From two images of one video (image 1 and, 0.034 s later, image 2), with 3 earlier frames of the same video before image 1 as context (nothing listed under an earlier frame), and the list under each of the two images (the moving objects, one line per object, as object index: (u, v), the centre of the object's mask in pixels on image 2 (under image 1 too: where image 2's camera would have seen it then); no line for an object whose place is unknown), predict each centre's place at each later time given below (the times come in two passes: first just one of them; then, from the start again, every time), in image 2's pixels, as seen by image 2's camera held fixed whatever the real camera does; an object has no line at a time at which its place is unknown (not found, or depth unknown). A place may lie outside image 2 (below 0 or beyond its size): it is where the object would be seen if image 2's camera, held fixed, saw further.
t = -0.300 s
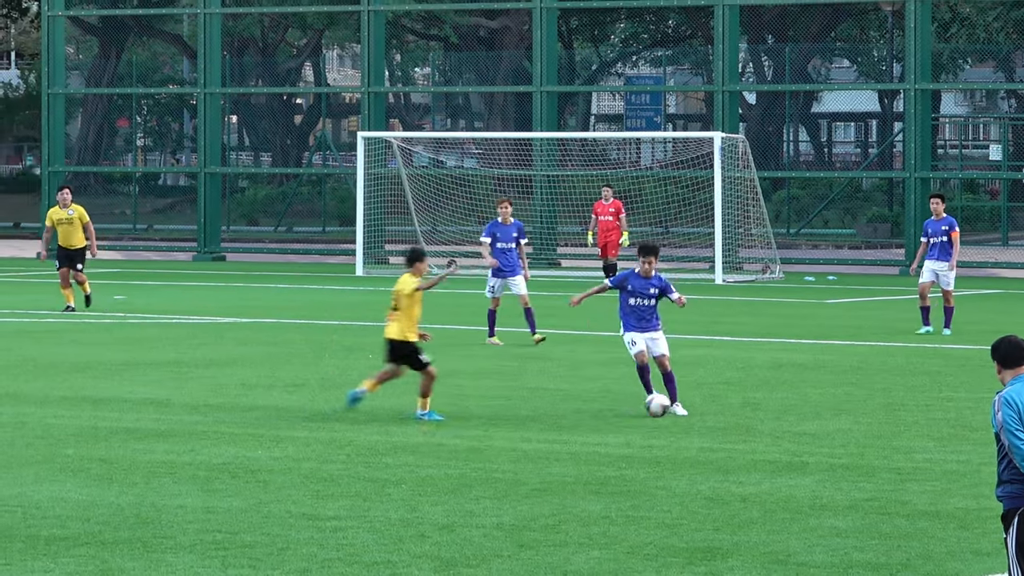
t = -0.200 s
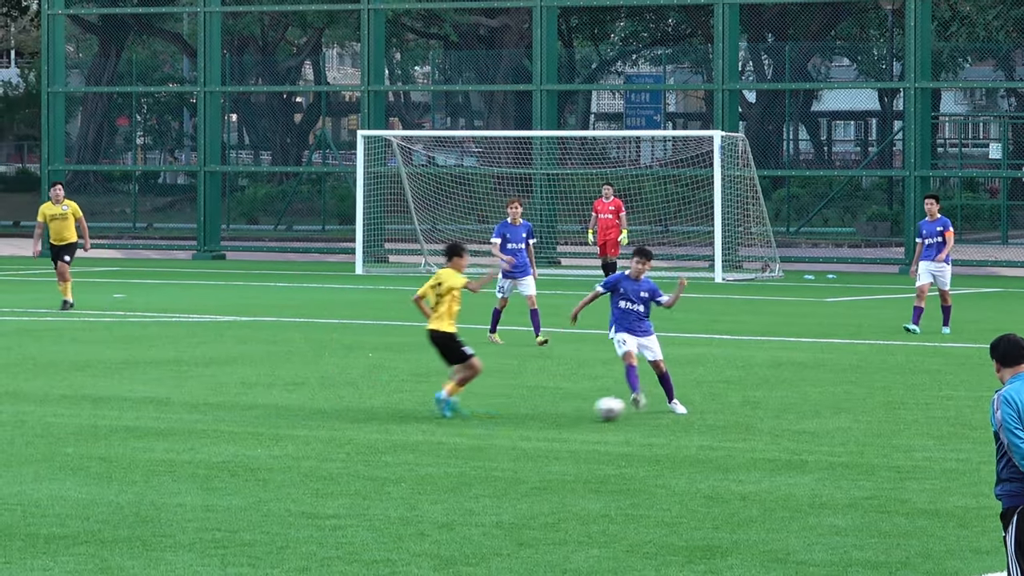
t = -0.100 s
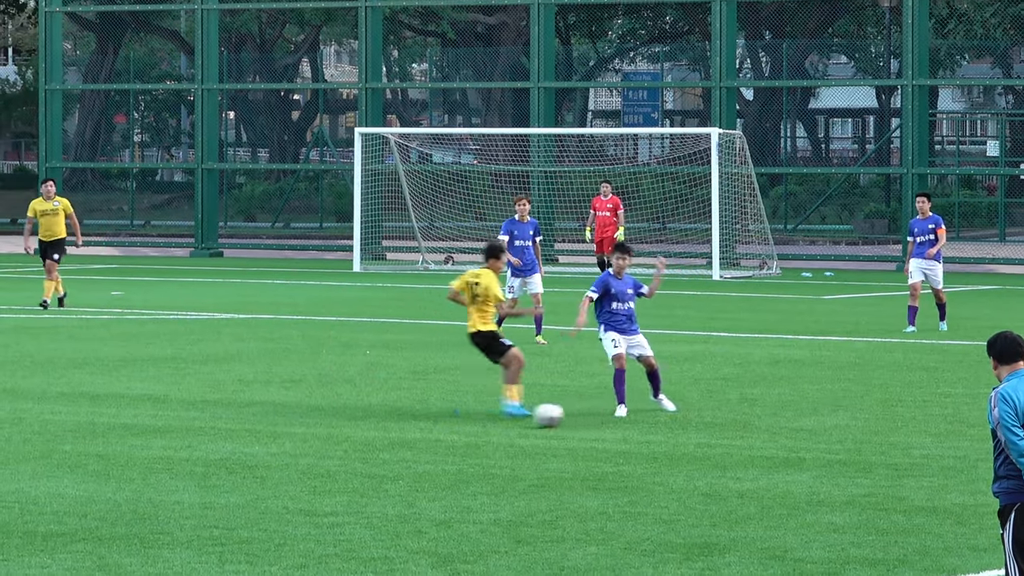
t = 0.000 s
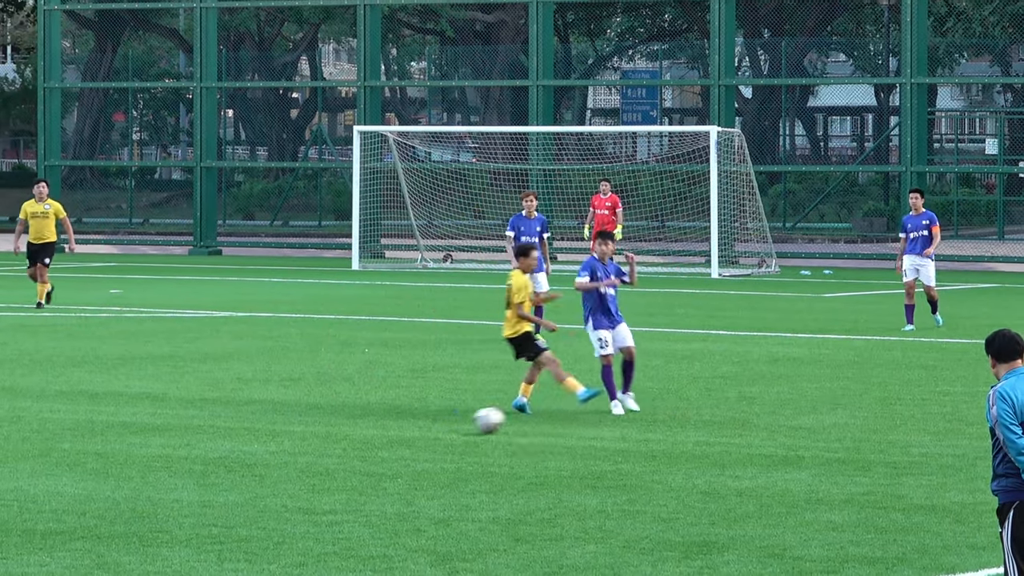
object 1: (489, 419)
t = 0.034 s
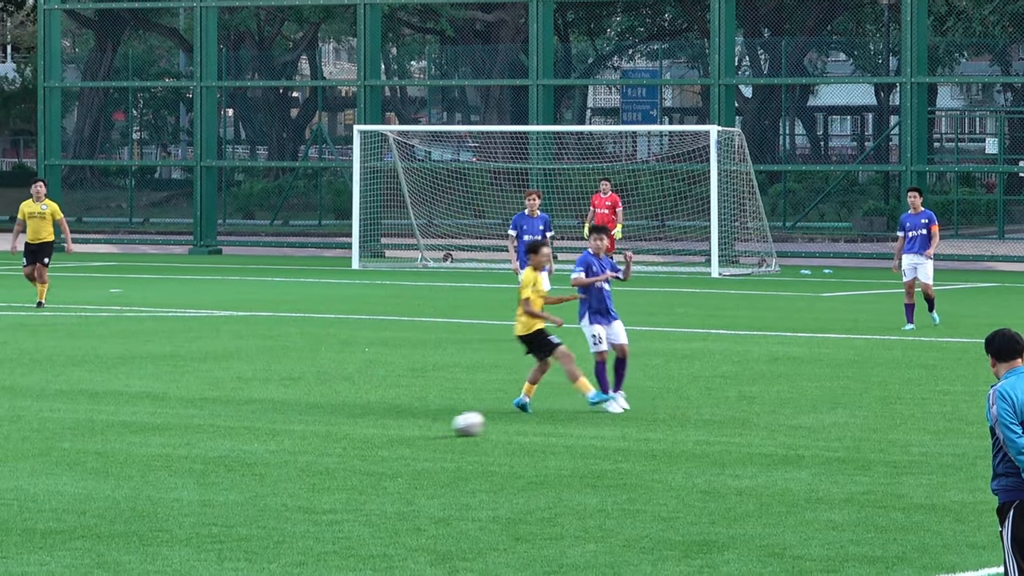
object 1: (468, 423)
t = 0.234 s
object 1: (348, 436)
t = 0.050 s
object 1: (458, 425)
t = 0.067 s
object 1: (449, 425)
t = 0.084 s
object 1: (438, 426)
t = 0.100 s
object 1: (430, 427)
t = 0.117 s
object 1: (418, 428)
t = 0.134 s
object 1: (408, 430)
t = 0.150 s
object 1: (398, 431)
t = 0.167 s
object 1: (388, 432)
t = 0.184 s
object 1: (377, 435)
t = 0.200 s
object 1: (367, 436)
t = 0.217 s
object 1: (357, 436)
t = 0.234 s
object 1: (348, 436)
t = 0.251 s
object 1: (337, 436)
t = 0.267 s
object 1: (329, 437)
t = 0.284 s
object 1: (318, 437)
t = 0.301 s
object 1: (308, 438)
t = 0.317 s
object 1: (298, 441)
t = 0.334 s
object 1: (288, 443)
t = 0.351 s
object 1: (278, 444)
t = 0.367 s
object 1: (269, 444)
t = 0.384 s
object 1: (259, 444)
